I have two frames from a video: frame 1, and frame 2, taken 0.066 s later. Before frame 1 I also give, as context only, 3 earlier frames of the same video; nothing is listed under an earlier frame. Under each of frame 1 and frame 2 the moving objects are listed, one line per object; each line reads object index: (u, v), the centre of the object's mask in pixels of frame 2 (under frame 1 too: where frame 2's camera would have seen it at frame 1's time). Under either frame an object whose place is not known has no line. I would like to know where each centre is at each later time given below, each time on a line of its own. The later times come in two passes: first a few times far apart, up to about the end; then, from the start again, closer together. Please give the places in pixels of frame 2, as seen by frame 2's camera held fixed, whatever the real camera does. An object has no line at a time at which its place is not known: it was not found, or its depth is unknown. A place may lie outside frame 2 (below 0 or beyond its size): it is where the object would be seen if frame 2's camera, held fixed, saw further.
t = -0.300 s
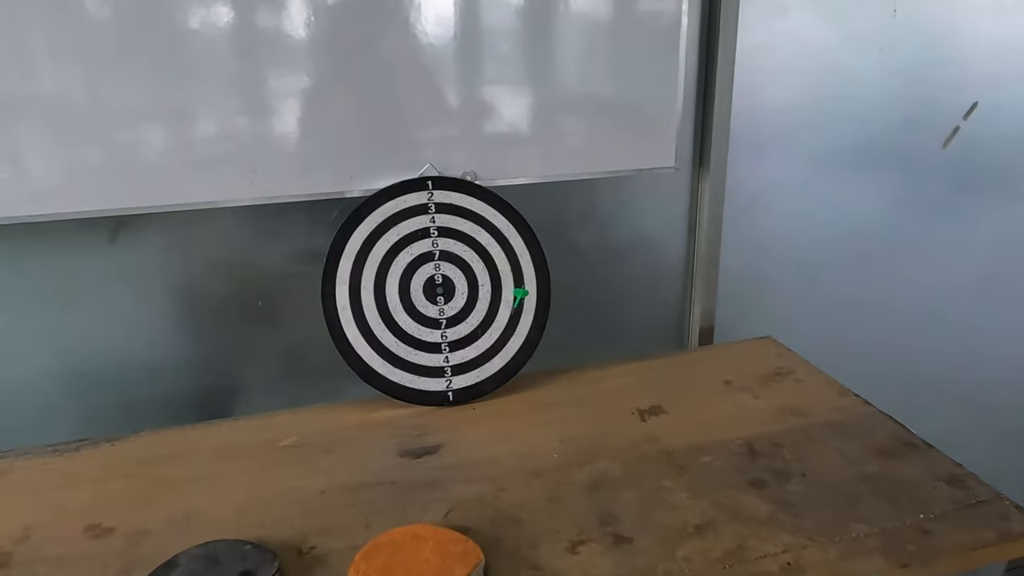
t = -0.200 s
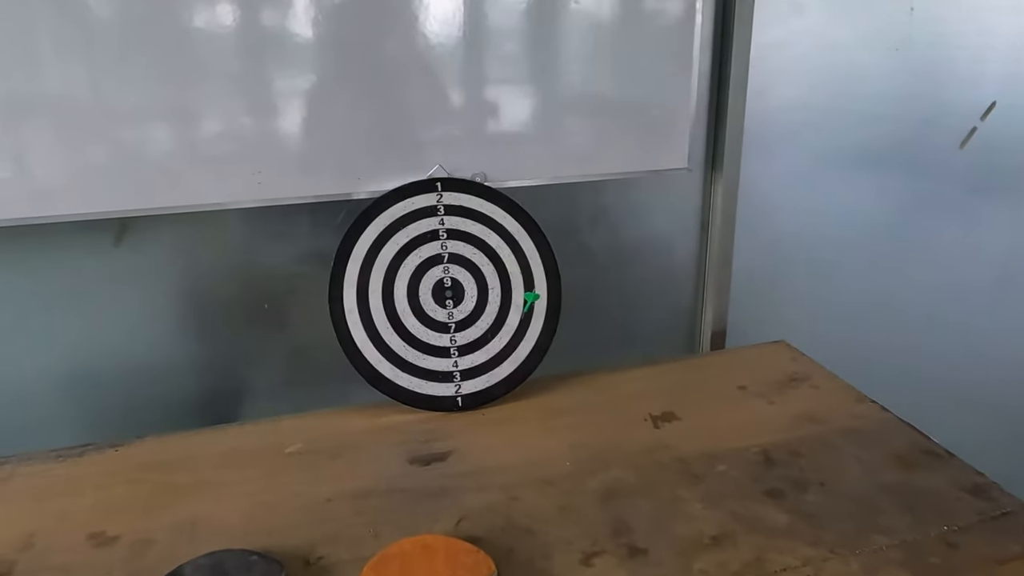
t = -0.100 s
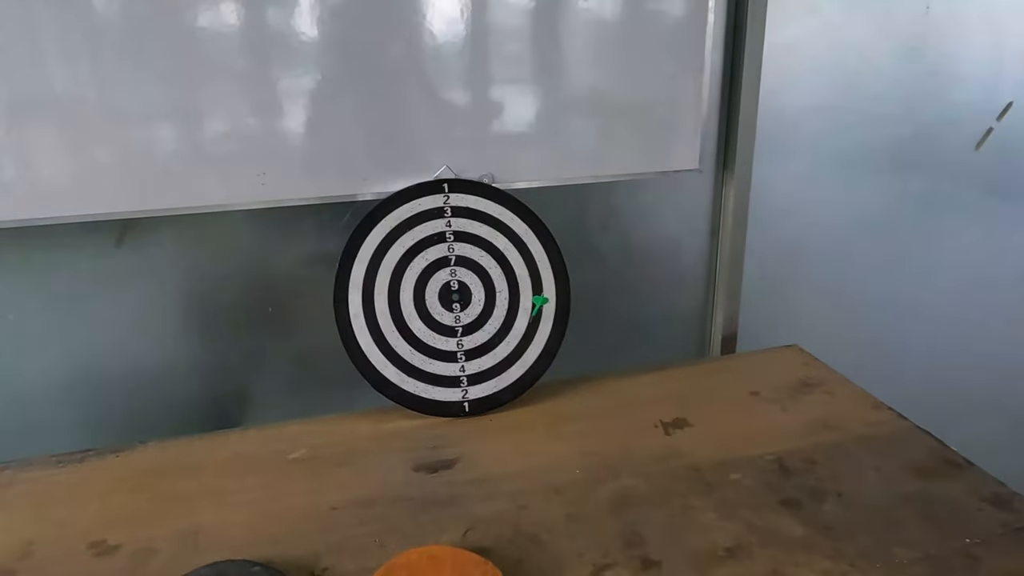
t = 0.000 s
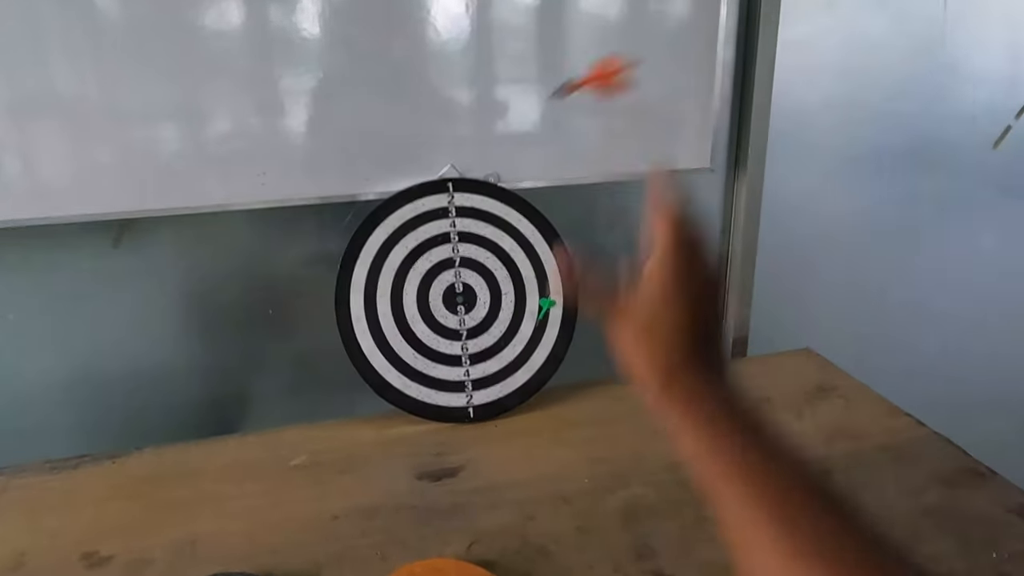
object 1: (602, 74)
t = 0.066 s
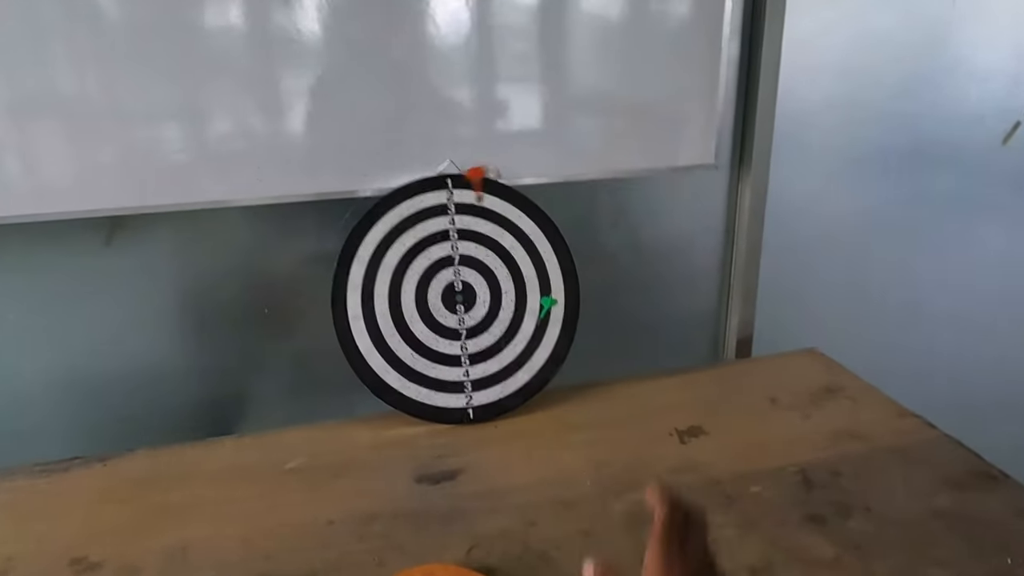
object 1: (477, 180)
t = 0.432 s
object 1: (423, 434)
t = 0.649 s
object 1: (453, 463)
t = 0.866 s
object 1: (452, 468)
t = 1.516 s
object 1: (452, 468)
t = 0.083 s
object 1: (465, 199)
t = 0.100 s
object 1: (452, 203)
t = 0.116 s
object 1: (437, 202)
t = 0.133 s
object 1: (432, 205)
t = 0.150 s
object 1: (427, 207)
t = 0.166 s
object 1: (425, 212)
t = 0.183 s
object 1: (422, 217)
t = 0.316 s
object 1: (415, 311)
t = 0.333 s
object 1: (409, 325)
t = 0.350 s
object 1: (410, 341)
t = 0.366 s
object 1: (407, 360)
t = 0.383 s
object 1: (417, 381)
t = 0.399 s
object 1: (411, 404)
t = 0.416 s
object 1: (412, 430)
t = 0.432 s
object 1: (423, 434)
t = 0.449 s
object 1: (420, 436)
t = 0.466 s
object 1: (422, 439)
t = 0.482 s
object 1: (426, 440)
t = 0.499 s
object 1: (430, 445)
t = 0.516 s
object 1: (434, 449)
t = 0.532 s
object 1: (438, 453)
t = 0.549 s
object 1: (441, 455)
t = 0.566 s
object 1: (444, 459)
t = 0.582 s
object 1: (446, 463)
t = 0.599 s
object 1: (449, 463)
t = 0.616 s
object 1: (450, 460)
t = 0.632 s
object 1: (451, 460)
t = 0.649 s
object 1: (453, 463)
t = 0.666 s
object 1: (454, 466)
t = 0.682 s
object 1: (454, 466)
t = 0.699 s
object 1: (454, 467)
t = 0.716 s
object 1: (453, 467)
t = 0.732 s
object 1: (453, 467)
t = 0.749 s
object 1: (453, 468)
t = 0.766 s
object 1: (452, 468)
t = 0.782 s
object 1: (452, 468)
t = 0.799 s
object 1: (452, 468)
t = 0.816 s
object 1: (452, 468)
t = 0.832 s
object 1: (452, 468)
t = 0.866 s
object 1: (452, 468)
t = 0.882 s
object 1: (452, 468)
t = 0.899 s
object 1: (452, 468)
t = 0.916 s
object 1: (452, 468)
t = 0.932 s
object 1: (452, 468)
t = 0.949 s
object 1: (452, 468)
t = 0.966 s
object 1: (452, 468)
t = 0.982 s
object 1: (452, 468)
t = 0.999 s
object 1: (452, 468)
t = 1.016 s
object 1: (452, 468)
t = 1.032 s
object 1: (452, 468)
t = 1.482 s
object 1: (453, 468)
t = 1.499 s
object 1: (453, 468)
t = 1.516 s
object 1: (452, 468)
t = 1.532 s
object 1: (453, 469)
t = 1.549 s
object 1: (453, 468)
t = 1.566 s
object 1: (453, 469)
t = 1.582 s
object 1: (453, 469)
